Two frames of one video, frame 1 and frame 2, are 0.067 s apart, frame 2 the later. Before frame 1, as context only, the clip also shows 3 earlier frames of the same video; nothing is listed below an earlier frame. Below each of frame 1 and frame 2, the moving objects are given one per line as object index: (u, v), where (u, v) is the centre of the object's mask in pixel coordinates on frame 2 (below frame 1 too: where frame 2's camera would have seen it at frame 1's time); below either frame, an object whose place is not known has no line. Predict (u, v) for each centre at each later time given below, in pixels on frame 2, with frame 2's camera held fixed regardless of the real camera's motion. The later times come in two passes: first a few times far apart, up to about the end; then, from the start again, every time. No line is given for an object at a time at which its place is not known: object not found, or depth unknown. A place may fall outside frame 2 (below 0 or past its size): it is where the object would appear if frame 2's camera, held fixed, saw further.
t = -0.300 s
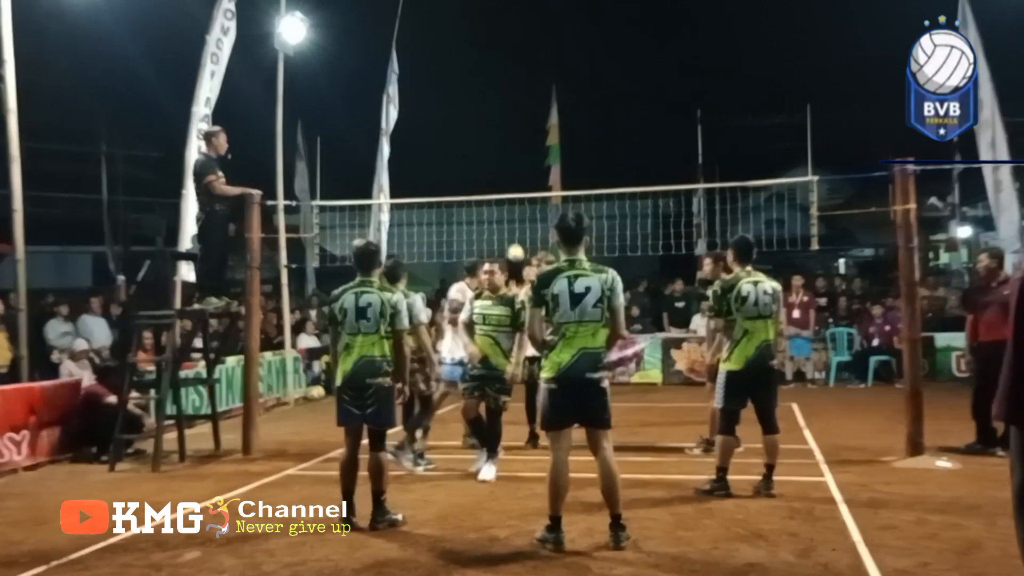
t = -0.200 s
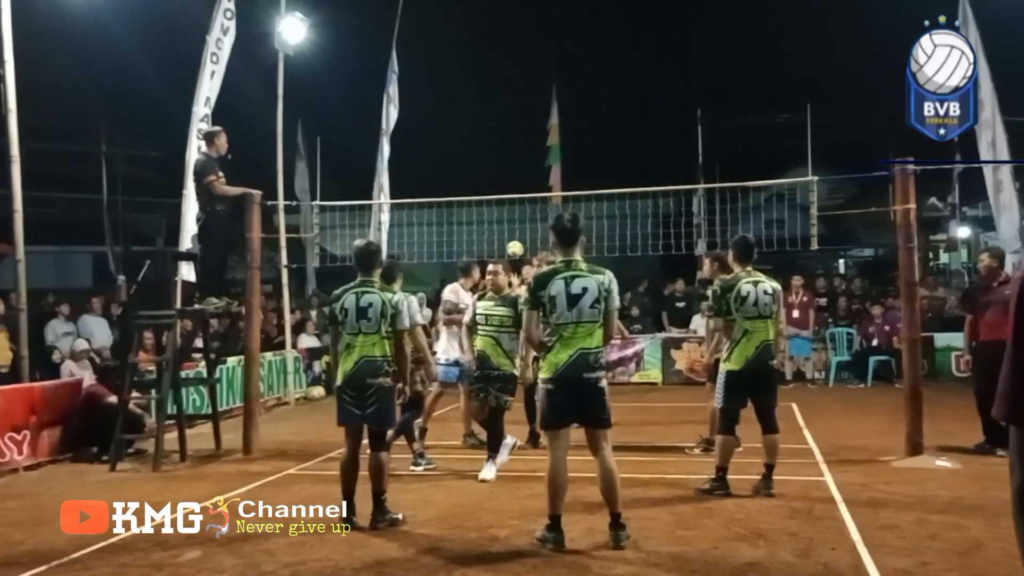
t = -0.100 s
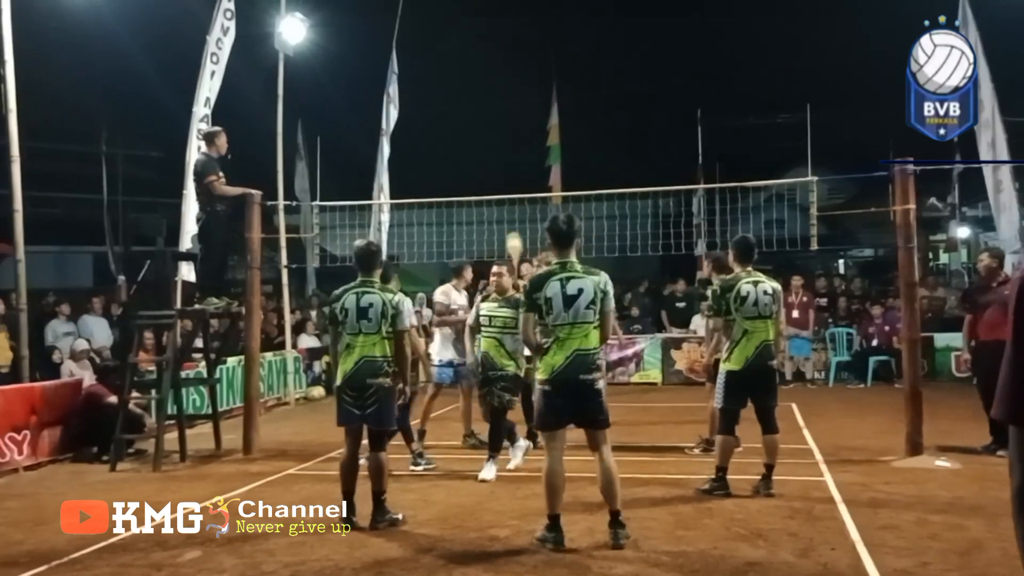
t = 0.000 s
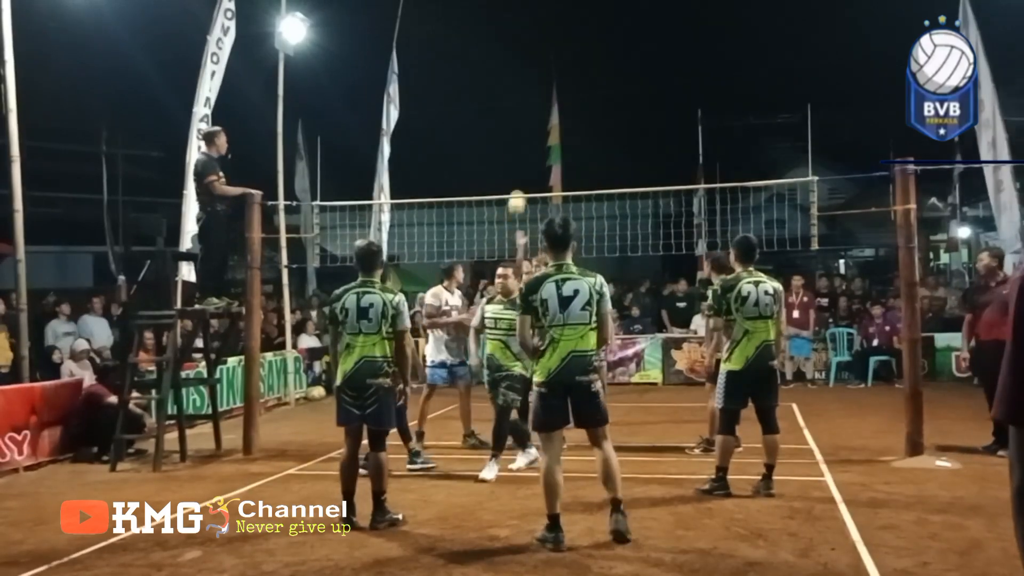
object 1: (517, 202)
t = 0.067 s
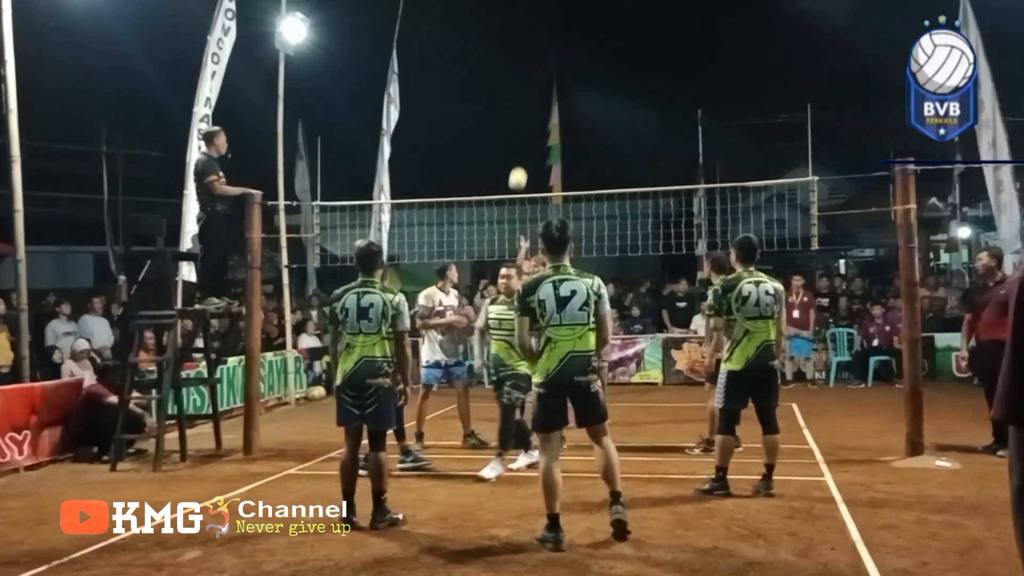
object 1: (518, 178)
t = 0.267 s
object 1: (523, 123)
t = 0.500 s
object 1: (531, 95)
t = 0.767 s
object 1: (545, 130)
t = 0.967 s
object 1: (551, 209)
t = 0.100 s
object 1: (518, 167)
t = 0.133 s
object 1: (519, 157)
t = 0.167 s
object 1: (520, 148)
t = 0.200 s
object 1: (521, 139)
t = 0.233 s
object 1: (522, 131)
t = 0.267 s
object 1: (523, 123)
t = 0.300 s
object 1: (524, 116)
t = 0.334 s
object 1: (524, 111)
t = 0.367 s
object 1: (525, 105)
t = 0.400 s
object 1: (527, 101)
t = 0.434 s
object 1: (528, 98)
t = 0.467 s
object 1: (530, 96)
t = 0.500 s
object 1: (531, 95)
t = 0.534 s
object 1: (533, 95)
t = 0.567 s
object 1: (535, 97)
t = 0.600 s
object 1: (536, 100)
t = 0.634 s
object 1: (538, 103)
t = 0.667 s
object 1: (540, 108)
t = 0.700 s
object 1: (541, 114)
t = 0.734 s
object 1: (543, 121)
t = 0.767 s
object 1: (545, 130)
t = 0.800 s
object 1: (546, 140)
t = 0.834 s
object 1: (547, 152)
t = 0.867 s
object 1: (548, 163)
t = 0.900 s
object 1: (549, 178)
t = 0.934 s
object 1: (550, 192)
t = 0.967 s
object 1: (551, 209)
